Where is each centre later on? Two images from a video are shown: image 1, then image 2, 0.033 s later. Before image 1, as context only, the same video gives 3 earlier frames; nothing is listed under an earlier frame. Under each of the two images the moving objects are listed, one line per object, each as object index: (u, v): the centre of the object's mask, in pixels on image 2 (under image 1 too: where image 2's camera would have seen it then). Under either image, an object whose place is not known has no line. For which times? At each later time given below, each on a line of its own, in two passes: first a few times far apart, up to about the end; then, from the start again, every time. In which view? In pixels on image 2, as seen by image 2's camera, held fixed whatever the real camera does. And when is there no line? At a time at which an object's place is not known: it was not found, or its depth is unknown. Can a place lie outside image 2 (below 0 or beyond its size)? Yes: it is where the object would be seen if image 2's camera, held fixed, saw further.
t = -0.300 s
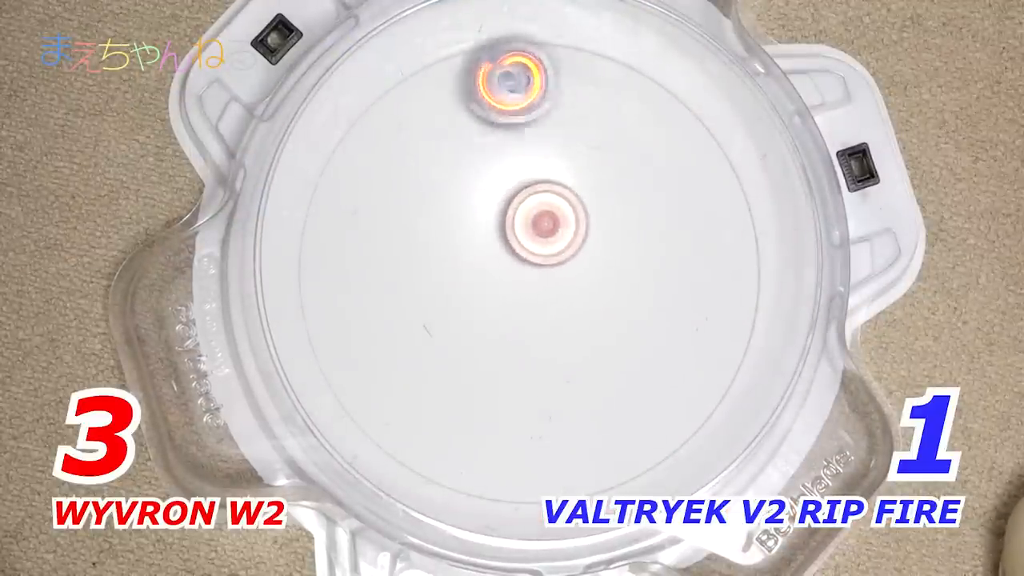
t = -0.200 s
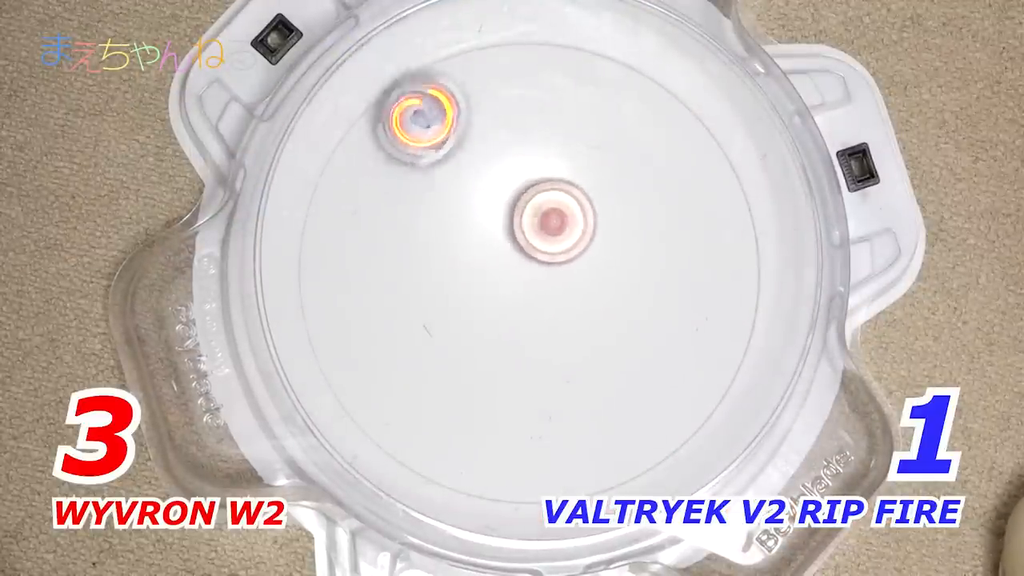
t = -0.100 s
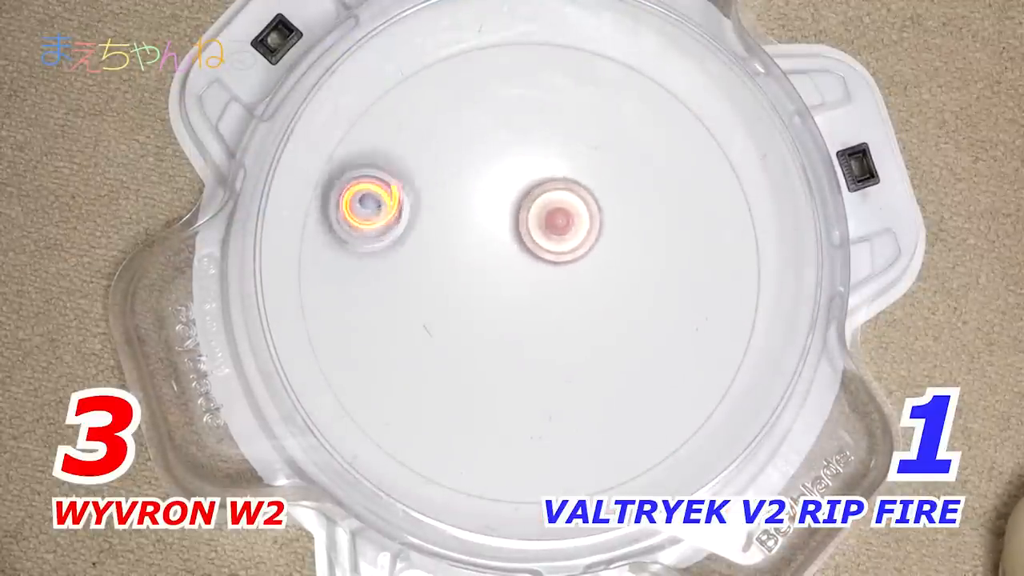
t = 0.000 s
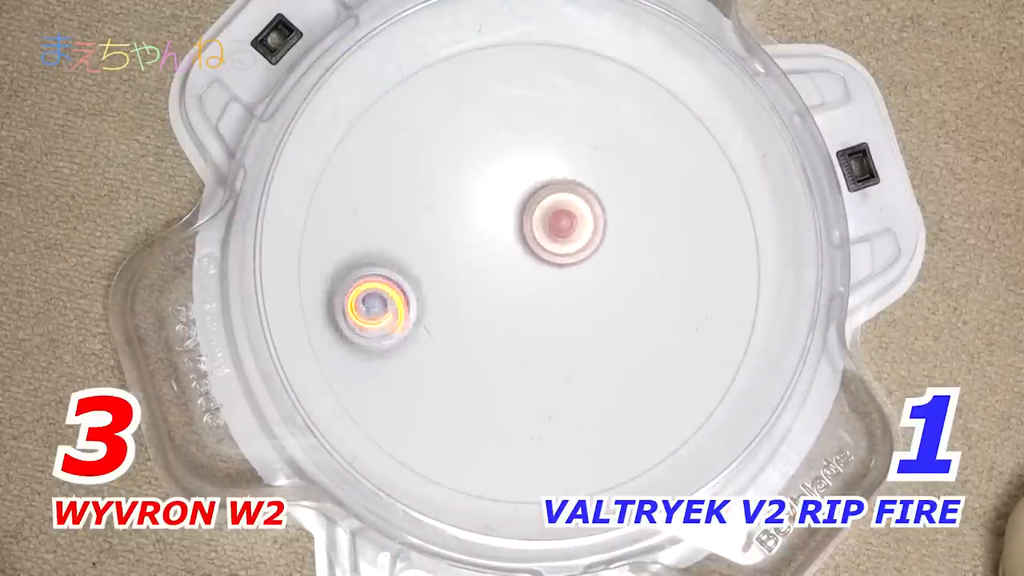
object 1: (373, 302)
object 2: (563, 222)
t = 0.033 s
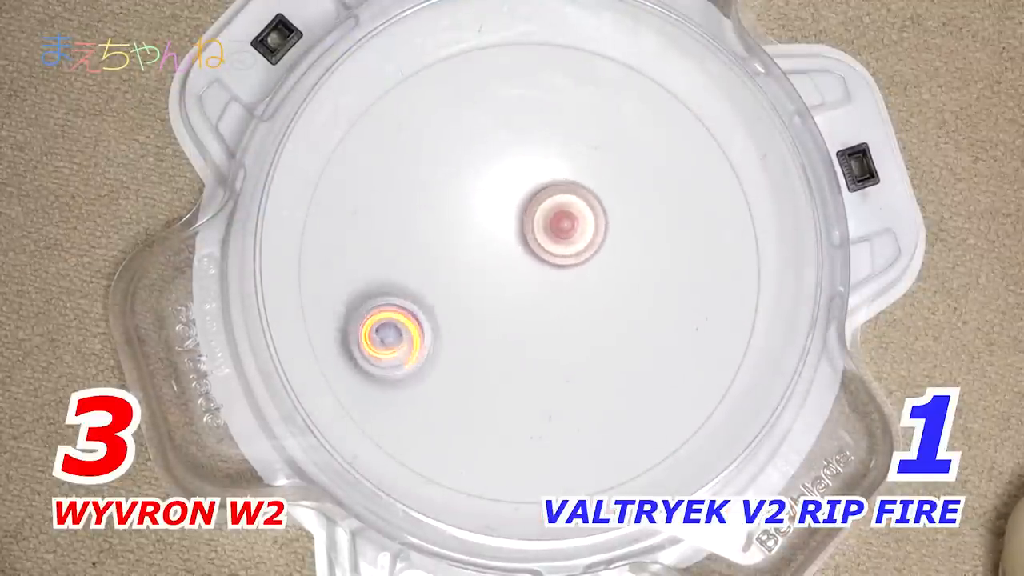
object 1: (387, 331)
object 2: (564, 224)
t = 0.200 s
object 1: (518, 417)
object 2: (569, 235)
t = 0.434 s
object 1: (691, 319)
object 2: (577, 259)
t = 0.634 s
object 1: (664, 150)
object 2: (581, 279)
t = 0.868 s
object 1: (461, 127)
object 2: (577, 294)
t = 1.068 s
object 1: (384, 292)
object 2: (562, 306)
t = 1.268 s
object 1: (495, 427)
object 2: (544, 314)
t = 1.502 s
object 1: (672, 359)
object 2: (522, 316)
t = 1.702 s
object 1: (661, 191)
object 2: (507, 313)
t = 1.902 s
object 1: (501, 126)
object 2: (495, 303)
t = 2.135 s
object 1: (368, 263)
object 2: (486, 283)
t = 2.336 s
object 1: (438, 409)
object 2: (483, 266)
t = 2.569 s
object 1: (624, 382)
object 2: (486, 248)
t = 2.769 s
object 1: (658, 222)
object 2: (497, 237)
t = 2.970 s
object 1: (535, 118)
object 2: (513, 231)
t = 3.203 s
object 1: (378, 200)
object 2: (535, 230)
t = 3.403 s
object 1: (411, 357)
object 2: (552, 233)
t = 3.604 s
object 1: (564, 393)
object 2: (566, 241)
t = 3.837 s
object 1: (670, 252)
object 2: (573, 256)
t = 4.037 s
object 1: (597, 127)
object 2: (569, 272)
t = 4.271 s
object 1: (429, 163)
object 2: (561, 291)
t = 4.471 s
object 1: (411, 314)
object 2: (551, 299)
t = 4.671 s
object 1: (532, 402)
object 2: (536, 300)
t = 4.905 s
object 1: (671, 318)
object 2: (519, 298)
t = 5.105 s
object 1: (644, 179)
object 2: (505, 291)
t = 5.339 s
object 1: (478, 150)
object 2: (495, 280)
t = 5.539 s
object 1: (396, 268)
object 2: (495, 268)
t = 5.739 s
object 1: (457, 394)
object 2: (501, 256)
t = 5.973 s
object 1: (615, 377)
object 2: (514, 244)
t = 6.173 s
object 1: (652, 244)
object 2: (527, 239)
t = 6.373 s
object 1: (555, 144)
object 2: (540, 240)
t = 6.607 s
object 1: (409, 194)
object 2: (552, 247)
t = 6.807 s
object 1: (406, 325)
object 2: (557, 259)
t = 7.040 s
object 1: (548, 384)
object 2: (556, 275)
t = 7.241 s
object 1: (653, 304)
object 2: (546, 281)
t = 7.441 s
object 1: (644, 180)
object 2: (526, 287)
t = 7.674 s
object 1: (500, 144)
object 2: (509, 294)
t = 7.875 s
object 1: (421, 251)
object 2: (506, 296)
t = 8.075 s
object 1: (384, 346)
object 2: (572, 313)
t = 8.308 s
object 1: (498, 411)
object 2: (598, 285)
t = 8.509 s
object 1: (559, 391)
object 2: (624, 199)
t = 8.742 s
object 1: (548, 385)
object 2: (611, 102)
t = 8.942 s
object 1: (529, 319)
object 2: (556, 101)
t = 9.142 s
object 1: (448, 284)
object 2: (507, 154)
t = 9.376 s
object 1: (420, 326)
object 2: (479, 242)
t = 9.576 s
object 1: (465, 368)
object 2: (503, 284)
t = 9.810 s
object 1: (486, 438)
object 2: (591, 233)
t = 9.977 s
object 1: (542, 384)
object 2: (582, 223)
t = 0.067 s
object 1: (407, 358)
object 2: (565, 225)
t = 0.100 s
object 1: (431, 381)
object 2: (566, 227)
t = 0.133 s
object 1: (458, 399)
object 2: (567, 230)
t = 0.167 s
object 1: (487, 411)
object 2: (568, 232)
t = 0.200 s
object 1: (518, 417)
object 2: (569, 235)
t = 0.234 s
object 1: (550, 417)
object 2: (570, 238)
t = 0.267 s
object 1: (580, 412)
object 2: (572, 241)
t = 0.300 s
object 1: (609, 402)
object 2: (573, 245)
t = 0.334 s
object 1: (635, 385)
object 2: (574, 248)
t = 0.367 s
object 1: (658, 364)
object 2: (575, 251)
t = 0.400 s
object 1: (677, 342)
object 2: (576, 255)
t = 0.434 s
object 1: (691, 319)
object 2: (577, 259)
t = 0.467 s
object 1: (702, 289)
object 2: (578, 262)
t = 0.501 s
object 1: (706, 260)
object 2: (579, 265)
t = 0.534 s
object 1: (703, 230)
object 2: (580, 269)
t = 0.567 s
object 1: (695, 201)
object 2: (580, 272)
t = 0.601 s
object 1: (682, 174)
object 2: (581, 275)
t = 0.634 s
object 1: (664, 150)
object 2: (581, 279)
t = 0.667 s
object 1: (640, 130)
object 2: (581, 281)
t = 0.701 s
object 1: (617, 114)
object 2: (581, 284)
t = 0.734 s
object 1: (585, 104)
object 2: (580, 286)
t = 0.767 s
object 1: (554, 101)
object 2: (580, 288)
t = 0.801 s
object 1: (521, 103)
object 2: (579, 290)
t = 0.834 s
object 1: (490, 112)
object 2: (578, 292)
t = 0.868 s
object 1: (461, 127)
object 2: (577, 294)
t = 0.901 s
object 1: (436, 146)
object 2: (575, 296)
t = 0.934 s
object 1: (414, 170)
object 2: (573, 298)
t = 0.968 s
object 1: (398, 198)
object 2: (570, 300)
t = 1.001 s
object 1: (387, 228)
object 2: (568, 302)
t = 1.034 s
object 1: (383, 259)
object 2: (565, 304)
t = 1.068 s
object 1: (384, 292)
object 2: (562, 306)
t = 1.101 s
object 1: (391, 321)
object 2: (559, 307)
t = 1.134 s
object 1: (404, 350)
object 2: (556, 309)
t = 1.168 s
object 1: (421, 375)
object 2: (554, 310)
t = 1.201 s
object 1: (443, 398)
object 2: (550, 311)
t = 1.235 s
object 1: (467, 416)
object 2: (547, 312)
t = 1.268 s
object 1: (495, 427)
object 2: (544, 314)
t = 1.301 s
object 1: (524, 434)
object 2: (541, 314)
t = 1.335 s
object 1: (554, 434)
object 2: (537, 315)
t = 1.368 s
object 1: (583, 430)
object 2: (534, 316)
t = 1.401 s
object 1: (610, 419)
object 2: (531, 316)
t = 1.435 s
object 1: (636, 403)
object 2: (528, 316)
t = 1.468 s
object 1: (655, 382)
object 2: (525, 316)
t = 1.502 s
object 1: (672, 359)
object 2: (522, 316)
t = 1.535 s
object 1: (684, 333)
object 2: (519, 316)
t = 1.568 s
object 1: (691, 304)
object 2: (516, 316)
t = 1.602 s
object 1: (693, 275)
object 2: (513, 315)
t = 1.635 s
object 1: (687, 245)
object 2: (511, 315)
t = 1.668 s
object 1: (678, 218)
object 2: (509, 314)
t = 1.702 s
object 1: (661, 191)
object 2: (507, 313)
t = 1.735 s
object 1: (641, 168)
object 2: (505, 311)
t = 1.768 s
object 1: (619, 149)
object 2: (502, 310)
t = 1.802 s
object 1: (590, 136)
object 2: (500, 309)
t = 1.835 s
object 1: (560, 126)
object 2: (499, 307)
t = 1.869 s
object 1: (532, 123)
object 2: (497, 305)
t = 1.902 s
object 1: (501, 126)
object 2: (495, 303)
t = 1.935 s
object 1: (472, 134)
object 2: (494, 301)
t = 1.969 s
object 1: (442, 148)
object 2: (493, 298)
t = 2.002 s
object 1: (418, 165)
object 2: (491, 295)
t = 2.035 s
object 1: (401, 186)
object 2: (490, 292)
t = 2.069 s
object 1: (386, 209)
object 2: (488, 289)
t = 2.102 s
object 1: (374, 235)
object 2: (487, 286)
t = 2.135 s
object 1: (368, 263)
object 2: (486, 283)
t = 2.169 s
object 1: (368, 290)
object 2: (485, 280)
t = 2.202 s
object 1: (369, 318)
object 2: (484, 277)
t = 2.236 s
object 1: (382, 345)
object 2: (484, 274)
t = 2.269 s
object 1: (396, 368)
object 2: (484, 272)
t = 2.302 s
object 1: (416, 391)
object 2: (484, 269)
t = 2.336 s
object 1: (438, 409)
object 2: (483, 266)
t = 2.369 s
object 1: (463, 423)
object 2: (483, 263)
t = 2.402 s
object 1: (491, 430)
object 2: (483, 261)
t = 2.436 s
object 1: (521, 432)
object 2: (483, 258)
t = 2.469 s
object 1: (550, 427)
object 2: (484, 256)
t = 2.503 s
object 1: (577, 417)
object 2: (485, 253)
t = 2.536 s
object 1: (603, 402)
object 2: (485, 251)
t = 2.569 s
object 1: (624, 382)
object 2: (486, 248)
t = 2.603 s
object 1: (643, 359)
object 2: (488, 246)
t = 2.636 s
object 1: (657, 333)
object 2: (489, 244)
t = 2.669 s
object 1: (664, 306)
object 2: (491, 242)
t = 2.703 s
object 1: (667, 277)
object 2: (493, 240)
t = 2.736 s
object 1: (665, 249)
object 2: (495, 238)
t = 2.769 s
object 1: (658, 222)
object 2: (497, 237)
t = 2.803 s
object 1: (647, 196)
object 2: (499, 235)
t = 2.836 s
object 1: (631, 173)
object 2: (501, 234)
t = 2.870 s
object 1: (611, 154)
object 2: (504, 233)
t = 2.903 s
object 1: (589, 137)
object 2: (506, 232)
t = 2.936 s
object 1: (562, 125)
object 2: (510, 232)
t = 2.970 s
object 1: (535, 118)
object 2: (513, 231)
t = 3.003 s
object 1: (507, 116)
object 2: (516, 231)
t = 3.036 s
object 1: (480, 119)
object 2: (519, 230)
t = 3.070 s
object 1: (453, 127)
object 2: (522, 230)
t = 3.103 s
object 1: (430, 139)
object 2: (525, 230)
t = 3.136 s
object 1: (410, 157)
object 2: (528, 230)
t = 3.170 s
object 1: (391, 179)
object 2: (532, 230)
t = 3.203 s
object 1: (378, 200)
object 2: (535, 230)
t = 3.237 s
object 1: (371, 227)
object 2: (537, 230)
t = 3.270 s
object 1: (368, 256)
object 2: (541, 231)
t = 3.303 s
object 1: (371, 282)
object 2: (544, 231)
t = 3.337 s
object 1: (380, 309)
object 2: (547, 232)
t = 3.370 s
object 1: (392, 334)
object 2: (549, 233)
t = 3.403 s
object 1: (411, 357)
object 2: (552, 233)
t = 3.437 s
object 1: (431, 374)
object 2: (555, 234)
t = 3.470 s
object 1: (456, 389)
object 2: (557, 235)
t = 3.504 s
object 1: (482, 398)
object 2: (559, 237)
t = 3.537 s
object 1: (509, 401)
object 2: (561, 238)
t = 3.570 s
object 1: (538, 400)
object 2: (564, 240)
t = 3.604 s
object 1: (564, 393)
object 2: (566, 241)
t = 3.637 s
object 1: (590, 382)
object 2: (567, 243)
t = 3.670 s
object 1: (612, 367)
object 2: (569, 245)
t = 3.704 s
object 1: (630, 350)
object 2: (570, 247)
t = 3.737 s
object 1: (648, 327)
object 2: (571, 249)
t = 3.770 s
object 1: (660, 305)
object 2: (571, 251)
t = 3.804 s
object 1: (667, 279)
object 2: (572, 253)
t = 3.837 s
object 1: (670, 252)
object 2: (573, 256)
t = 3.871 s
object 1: (668, 229)
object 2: (572, 258)
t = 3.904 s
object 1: (660, 203)
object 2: (572, 261)
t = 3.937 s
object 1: (652, 181)
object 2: (572, 264)
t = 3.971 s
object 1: (637, 159)
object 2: (571, 266)
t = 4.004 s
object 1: (617, 140)
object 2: (570, 269)
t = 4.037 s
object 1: (597, 127)
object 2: (569, 272)
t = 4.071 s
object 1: (572, 117)
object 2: (568, 275)
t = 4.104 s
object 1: (546, 113)
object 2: (567, 278)
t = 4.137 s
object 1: (519, 114)
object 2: (566, 281)
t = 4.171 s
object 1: (492, 119)
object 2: (565, 283)
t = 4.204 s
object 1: (469, 130)
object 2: (563, 286)
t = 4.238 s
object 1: (447, 145)
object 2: (562, 289)
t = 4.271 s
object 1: (429, 163)
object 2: (561, 291)
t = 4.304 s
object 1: (414, 186)
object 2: (560, 293)
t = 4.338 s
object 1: (404, 212)
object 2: (558, 295)
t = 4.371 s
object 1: (397, 236)
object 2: (556, 296)
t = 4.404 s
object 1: (397, 263)
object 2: (555, 297)
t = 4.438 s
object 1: (402, 290)
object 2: (553, 298)
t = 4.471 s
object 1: (411, 314)
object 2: (551, 299)
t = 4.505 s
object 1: (425, 337)
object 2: (549, 299)
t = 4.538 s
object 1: (441, 358)
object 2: (547, 300)
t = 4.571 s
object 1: (460, 374)
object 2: (545, 300)
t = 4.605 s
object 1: (483, 389)
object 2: (542, 300)
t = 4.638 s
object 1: (506, 397)
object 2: (539, 301)
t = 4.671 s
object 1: (532, 402)
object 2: (536, 300)
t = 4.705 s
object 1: (556, 401)
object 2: (534, 300)
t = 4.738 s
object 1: (581, 396)
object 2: (531, 300)
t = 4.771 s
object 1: (602, 388)
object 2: (528, 300)
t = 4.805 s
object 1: (625, 375)
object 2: (525, 299)
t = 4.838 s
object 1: (644, 358)
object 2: (523, 299)
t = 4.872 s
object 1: (659, 339)
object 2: (521, 298)
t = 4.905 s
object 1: (671, 318)
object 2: (519, 298)
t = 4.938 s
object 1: (677, 294)
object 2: (516, 297)
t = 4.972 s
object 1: (680, 270)
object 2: (513, 296)
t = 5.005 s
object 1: (677, 245)
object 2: (511, 295)
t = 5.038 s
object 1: (670, 221)
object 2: (509, 294)
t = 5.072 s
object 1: (660, 200)
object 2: (507, 292)
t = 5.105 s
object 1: (644, 179)
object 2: (505, 291)
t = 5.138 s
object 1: (626, 163)
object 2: (503, 290)
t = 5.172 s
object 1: (604, 150)
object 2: (502, 288)
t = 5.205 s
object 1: (582, 141)
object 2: (500, 287)
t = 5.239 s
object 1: (554, 136)
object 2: (498, 285)
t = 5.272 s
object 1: (529, 136)
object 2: (497, 284)
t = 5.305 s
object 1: (503, 141)
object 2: (496, 282)
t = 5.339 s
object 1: (478, 150)
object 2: (495, 280)
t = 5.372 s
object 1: (454, 164)
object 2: (495, 278)
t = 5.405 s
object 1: (436, 178)
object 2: (495, 276)
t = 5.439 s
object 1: (420, 199)
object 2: (494, 274)
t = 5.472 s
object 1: (408, 220)
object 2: (495, 272)
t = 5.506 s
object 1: (400, 244)
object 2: (495, 270)
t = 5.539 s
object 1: (396, 268)
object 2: (495, 268)
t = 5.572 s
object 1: (397, 292)
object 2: (496, 266)
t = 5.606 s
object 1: (401, 316)
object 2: (496, 264)
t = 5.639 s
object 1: (410, 339)
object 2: (497, 262)
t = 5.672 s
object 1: (422, 360)
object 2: (499, 260)
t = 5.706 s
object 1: (438, 379)
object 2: (500, 258)
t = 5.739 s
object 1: (457, 394)
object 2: (501, 256)
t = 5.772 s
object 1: (476, 406)
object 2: (503, 254)
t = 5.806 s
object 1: (501, 412)
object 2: (505, 252)
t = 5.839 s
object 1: (524, 414)
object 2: (507, 250)
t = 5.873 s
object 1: (550, 411)
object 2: (509, 248)
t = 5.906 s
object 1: (574, 404)
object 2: (510, 247)
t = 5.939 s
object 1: (596, 392)
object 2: (513, 245)
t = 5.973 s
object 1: (615, 377)
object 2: (514, 244)
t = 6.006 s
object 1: (631, 359)
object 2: (516, 243)
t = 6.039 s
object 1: (643, 338)
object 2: (519, 242)
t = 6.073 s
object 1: (652, 314)
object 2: (521, 241)
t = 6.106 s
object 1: (656, 291)
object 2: (522, 240)
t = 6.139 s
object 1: (655, 267)
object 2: (525, 240)
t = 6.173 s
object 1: (652, 244)
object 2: (527, 239)
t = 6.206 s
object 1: (642, 221)
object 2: (530, 239)
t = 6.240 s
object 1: (631, 200)
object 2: (531, 239)
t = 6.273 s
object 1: (617, 181)
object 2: (533, 239)
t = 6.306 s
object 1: (599, 166)
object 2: (536, 239)
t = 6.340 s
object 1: (579, 153)
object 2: (538, 239)
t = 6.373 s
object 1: (555, 144)
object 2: (540, 240)
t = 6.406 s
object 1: (528, 140)
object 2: (542, 240)
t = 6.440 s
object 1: (507, 138)
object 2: (543, 241)
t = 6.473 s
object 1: (481, 141)
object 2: (546, 242)
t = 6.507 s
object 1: (459, 149)
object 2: (548, 243)
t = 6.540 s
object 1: (437, 161)
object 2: (549, 245)
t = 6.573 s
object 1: (424, 176)
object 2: (550, 246)
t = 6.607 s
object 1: (409, 194)
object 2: (552, 247)
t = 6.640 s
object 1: (398, 214)
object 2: (553, 249)
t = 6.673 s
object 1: (390, 236)
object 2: (554, 250)
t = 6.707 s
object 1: (388, 259)
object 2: (555, 252)
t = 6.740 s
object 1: (390, 282)
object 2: (556, 254)
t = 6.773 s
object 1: (396, 305)
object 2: (556, 257)
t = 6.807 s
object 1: (406, 325)
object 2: (557, 259)
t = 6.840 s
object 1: (420, 346)
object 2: (557, 261)
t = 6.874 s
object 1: (437, 361)
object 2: (558, 263)
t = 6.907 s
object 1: (456, 374)
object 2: (557, 266)
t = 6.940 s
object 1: (479, 384)
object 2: (557, 268)
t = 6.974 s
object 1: (501, 389)
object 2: (557, 270)
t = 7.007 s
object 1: (525, 389)
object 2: (556, 273)
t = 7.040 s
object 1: (548, 384)
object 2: (556, 275)
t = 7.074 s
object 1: (571, 378)
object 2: (555, 277)
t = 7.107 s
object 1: (592, 366)
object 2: (555, 279)
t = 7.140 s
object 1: (610, 352)
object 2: (554, 280)
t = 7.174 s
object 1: (627, 338)
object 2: (552, 280)
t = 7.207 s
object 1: (642, 322)
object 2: (548, 280)
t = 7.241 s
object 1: (653, 304)
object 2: (546, 281)
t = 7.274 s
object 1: (661, 283)
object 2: (542, 282)
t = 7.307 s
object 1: (665, 261)
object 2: (539, 283)
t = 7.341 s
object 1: (665, 240)
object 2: (536, 283)
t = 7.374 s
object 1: (662, 219)
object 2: (532, 285)
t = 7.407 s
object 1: (654, 197)
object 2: (529, 286)
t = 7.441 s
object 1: (644, 180)
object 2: (526, 287)
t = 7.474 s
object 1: (629, 163)
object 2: (523, 288)
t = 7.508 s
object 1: (612, 150)
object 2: (520, 289)
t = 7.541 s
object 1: (591, 141)
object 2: (517, 290)
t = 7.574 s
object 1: (566, 135)
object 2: (515, 291)
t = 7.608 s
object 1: (546, 133)
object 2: (513, 293)
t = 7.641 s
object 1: (523, 137)
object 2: (510, 294)
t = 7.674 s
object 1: (500, 144)
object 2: (509, 294)
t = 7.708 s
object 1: (478, 154)
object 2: (507, 295)
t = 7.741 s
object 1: (458, 169)
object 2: (506, 296)
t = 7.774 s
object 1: (444, 186)
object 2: (506, 296)
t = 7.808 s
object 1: (432, 206)
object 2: (506, 296)
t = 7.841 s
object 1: (424, 228)
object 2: (506, 296)
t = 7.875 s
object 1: (421, 251)
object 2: (506, 296)
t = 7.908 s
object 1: (409, 265)
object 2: (517, 303)
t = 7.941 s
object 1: (392, 277)
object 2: (533, 313)
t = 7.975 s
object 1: (383, 292)
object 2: (547, 318)
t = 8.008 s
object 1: (380, 309)
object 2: (555, 318)
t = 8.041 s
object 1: (380, 327)
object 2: (565, 316)
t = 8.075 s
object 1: (384, 346)
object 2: (572, 313)
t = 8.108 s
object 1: (392, 364)
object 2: (580, 309)
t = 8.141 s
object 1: (403, 381)
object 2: (585, 305)
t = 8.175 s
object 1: (418, 395)
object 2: (591, 301)
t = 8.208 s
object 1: (435, 406)
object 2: (594, 297)
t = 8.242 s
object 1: (456, 412)
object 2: (596, 292)
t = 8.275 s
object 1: (477, 414)
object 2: (597, 288)
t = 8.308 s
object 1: (498, 411)
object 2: (598, 285)
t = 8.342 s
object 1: (519, 403)
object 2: (599, 281)
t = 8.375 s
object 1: (538, 392)
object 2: (599, 277)
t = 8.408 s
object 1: (556, 377)
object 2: (598, 273)
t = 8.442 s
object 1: (572, 360)
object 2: (597, 271)
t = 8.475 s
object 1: (567, 373)
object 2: (611, 240)
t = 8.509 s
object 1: (559, 391)
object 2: (624, 199)
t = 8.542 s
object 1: (552, 403)
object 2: (635, 170)
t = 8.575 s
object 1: (545, 406)
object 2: (639, 146)
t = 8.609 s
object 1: (541, 405)
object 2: (637, 133)
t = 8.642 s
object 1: (540, 402)
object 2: (630, 122)
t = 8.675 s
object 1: (542, 397)
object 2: (624, 114)
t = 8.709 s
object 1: (545, 391)
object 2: (618, 107)
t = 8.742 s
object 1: (548, 385)
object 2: (611, 102)
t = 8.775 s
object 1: (549, 377)
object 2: (602, 98)
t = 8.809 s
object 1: (549, 367)
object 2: (594, 96)
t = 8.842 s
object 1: (548, 357)
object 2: (584, 95)
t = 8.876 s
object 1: (544, 344)
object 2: (576, 96)
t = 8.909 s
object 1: (537, 331)
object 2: (566, 97)
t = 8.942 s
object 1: (529, 319)
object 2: (556, 101)
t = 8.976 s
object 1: (517, 309)
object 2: (547, 106)
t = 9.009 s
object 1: (504, 299)
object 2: (538, 113)
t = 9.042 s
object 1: (490, 292)
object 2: (530, 121)
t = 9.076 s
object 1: (475, 287)
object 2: (521, 131)
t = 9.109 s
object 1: (462, 284)
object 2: (514, 143)
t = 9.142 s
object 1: (448, 284)
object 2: (507, 154)
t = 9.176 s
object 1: (436, 287)
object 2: (501, 167)
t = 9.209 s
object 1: (426, 291)
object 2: (496, 179)
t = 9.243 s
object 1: (418, 297)
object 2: (492, 191)
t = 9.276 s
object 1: (414, 305)
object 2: (488, 203)
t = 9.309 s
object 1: (412, 313)
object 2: (484, 217)
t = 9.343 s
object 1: (415, 320)
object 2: (481, 230)
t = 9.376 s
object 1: (420, 326)
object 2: (479, 242)
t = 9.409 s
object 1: (429, 331)
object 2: (477, 254)
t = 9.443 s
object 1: (431, 342)
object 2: (484, 259)
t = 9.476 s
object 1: (435, 352)
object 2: (491, 263)
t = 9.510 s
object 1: (443, 359)
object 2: (496, 270)
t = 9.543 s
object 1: (454, 365)
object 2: (500, 278)
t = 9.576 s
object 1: (465, 368)
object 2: (503, 284)
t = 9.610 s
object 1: (458, 388)
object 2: (523, 270)
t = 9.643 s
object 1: (453, 405)
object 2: (545, 256)
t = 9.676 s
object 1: (452, 417)
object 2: (565, 246)
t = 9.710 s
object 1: (454, 425)
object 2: (581, 241)
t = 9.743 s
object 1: (462, 432)
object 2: (589, 238)
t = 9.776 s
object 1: (472, 437)
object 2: (592, 236)
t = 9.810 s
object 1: (486, 438)
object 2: (591, 233)
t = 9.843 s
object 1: (500, 436)
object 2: (589, 231)
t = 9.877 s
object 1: (514, 429)
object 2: (587, 228)
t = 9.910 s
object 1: (526, 417)
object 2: (585, 226)
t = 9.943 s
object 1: (536, 402)
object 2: (584, 224)
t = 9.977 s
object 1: (542, 384)
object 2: (582, 223)
